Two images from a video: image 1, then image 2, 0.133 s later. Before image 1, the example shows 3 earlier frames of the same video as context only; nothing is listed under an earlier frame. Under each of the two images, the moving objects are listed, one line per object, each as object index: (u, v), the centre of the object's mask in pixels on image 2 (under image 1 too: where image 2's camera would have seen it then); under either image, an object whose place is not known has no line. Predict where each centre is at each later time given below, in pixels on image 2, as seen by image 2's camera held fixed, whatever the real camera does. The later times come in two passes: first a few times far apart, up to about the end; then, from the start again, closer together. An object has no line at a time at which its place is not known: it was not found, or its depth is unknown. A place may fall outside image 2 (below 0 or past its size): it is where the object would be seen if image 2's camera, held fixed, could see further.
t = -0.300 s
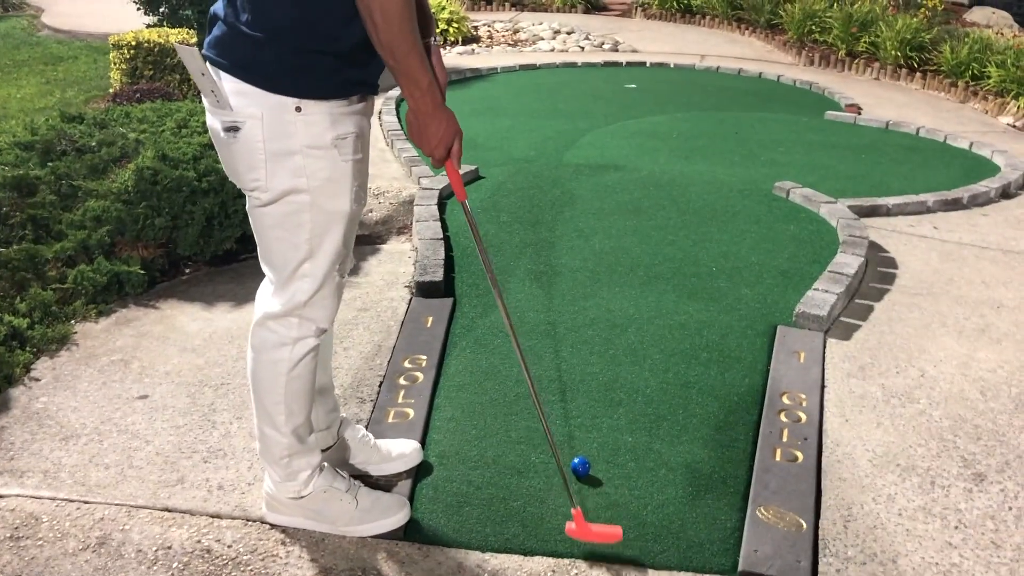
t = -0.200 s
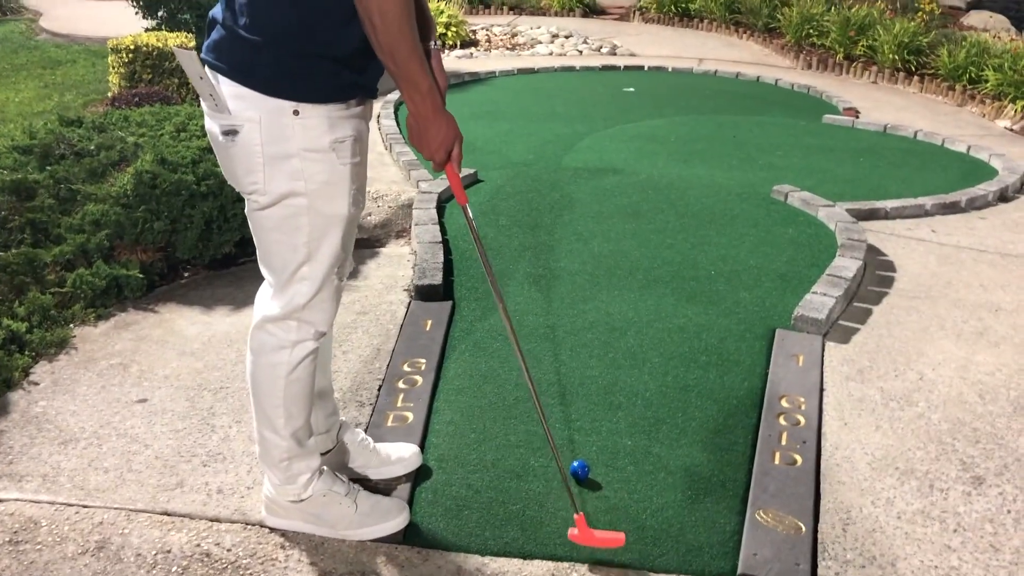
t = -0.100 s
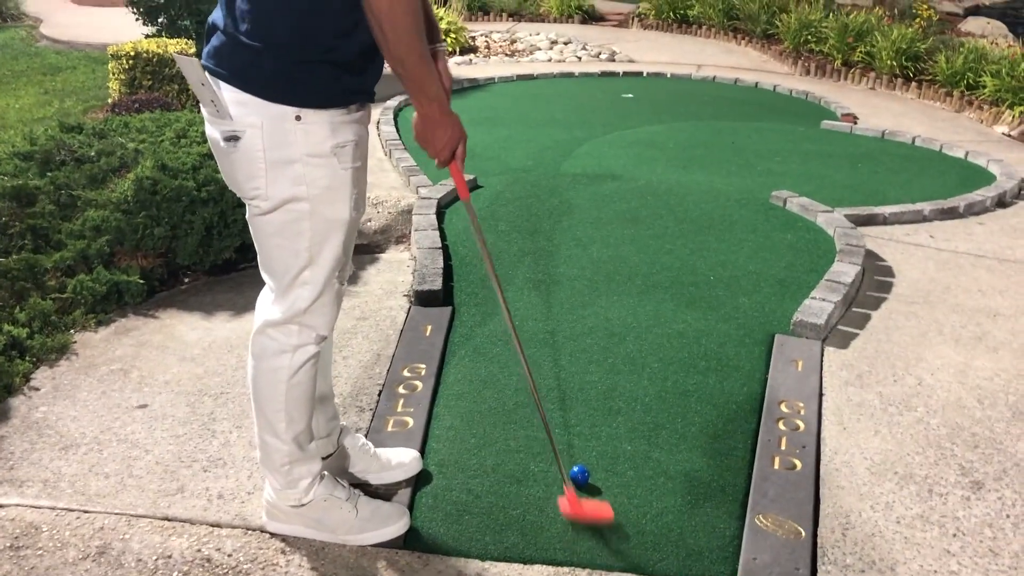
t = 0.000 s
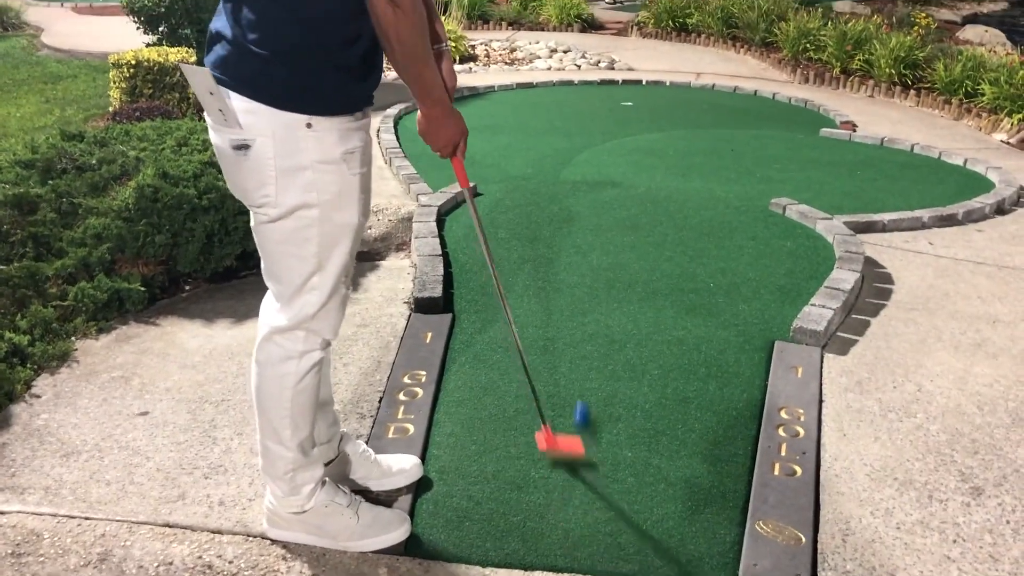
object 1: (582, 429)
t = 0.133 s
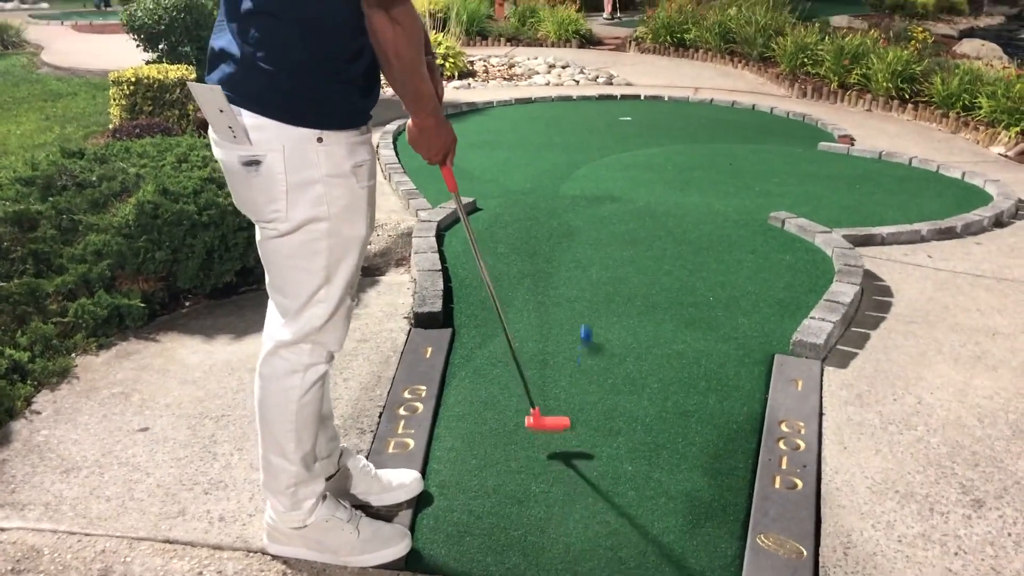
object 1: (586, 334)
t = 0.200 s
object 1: (587, 307)
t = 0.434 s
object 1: (595, 232)
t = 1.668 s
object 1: (603, 129)
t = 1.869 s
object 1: (604, 122)
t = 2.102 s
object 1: (606, 112)
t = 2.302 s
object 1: (608, 104)
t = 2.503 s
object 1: (610, 97)
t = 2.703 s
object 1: (628, 103)
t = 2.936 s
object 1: (645, 107)
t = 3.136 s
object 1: (659, 111)
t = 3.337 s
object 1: (671, 114)
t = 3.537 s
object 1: (682, 116)
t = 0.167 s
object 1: (587, 318)
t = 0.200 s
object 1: (587, 307)
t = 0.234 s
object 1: (588, 291)
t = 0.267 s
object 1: (590, 277)
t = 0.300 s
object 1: (591, 268)
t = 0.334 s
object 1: (592, 258)
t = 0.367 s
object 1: (593, 246)
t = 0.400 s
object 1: (595, 238)
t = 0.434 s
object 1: (595, 232)
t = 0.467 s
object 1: (596, 222)
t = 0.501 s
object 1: (597, 214)
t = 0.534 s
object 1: (598, 210)
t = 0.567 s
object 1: (599, 203)
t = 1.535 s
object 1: (603, 139)
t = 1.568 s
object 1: (603, 134)
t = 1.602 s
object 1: (603, 131)
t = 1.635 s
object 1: (603, 130)
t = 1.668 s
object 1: (603, 129)
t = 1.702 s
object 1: (603, 131)
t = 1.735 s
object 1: (604, 128)
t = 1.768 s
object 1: (604, 124)
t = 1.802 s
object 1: (604, 122)
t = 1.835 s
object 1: (604, 121)
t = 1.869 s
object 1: (604, 122)
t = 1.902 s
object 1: (605, 120)
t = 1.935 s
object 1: (605, 118)
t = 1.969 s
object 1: (605, 117)
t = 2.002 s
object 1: (606, 116)
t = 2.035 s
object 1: (606, 113)
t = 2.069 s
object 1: (606, 113)
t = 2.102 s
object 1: (606, 112)
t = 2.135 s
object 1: (607, 110)
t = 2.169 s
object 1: (607, 109)
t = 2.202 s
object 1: (608, 108)
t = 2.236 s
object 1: (608, 107)
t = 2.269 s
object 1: (608, 106)
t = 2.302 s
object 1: (608, 104)
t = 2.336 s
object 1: (608, 104)
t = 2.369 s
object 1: (609, 102)
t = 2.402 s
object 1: (609, 101)
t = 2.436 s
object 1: (609, 100)
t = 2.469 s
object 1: (609, 99)
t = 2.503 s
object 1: (610, 97)
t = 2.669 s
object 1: (624, 99)
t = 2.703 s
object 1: (628, 103)
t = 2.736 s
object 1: (630, 104)
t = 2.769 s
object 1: (633, 102)
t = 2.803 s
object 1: (636, 103)
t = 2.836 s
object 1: (638, 105)
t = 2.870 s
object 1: (641, 106)
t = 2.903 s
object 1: (643, 106)
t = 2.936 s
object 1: (645, 107)
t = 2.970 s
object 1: (647, 108)
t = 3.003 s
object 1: (650, 109)
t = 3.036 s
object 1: (652, 109)
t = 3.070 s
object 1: (654, 110)
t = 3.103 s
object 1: (656, 110)
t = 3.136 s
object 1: (659, 111)
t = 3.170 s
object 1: (660, 111)
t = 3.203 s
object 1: (662, 112)
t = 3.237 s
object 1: (665, 112)
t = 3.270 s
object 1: (667, 113)
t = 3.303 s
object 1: (669, 113)
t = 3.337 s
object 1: (671, 114)
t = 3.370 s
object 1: (672, 114)
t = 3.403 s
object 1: (675, 115)
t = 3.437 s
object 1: (676, 115)
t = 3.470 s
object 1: (678, 115)
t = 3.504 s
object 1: (680, 116)
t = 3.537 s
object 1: (682, 116)
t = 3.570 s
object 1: (684, 117)
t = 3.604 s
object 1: (685, 117)
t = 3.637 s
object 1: (687, 117)
